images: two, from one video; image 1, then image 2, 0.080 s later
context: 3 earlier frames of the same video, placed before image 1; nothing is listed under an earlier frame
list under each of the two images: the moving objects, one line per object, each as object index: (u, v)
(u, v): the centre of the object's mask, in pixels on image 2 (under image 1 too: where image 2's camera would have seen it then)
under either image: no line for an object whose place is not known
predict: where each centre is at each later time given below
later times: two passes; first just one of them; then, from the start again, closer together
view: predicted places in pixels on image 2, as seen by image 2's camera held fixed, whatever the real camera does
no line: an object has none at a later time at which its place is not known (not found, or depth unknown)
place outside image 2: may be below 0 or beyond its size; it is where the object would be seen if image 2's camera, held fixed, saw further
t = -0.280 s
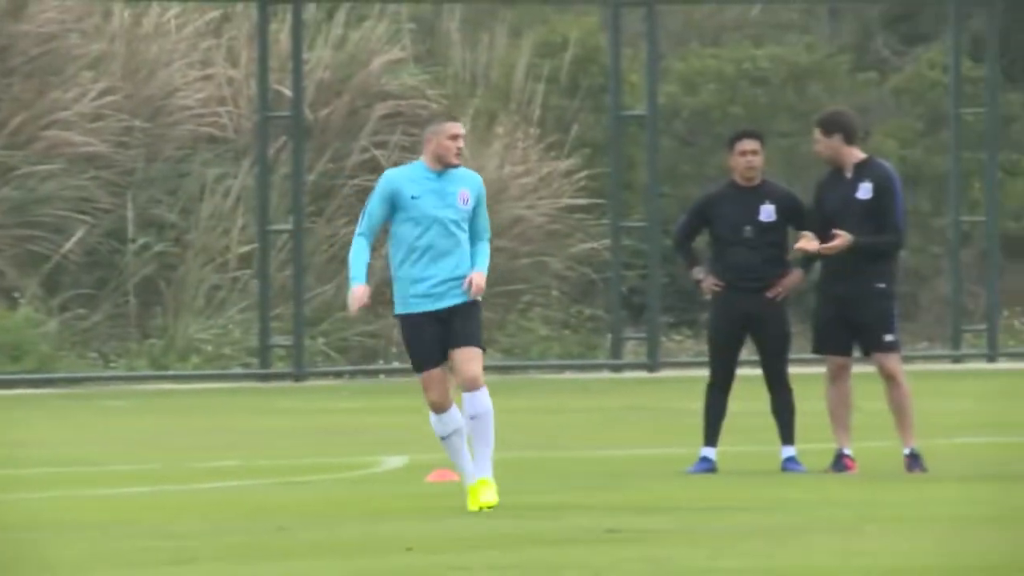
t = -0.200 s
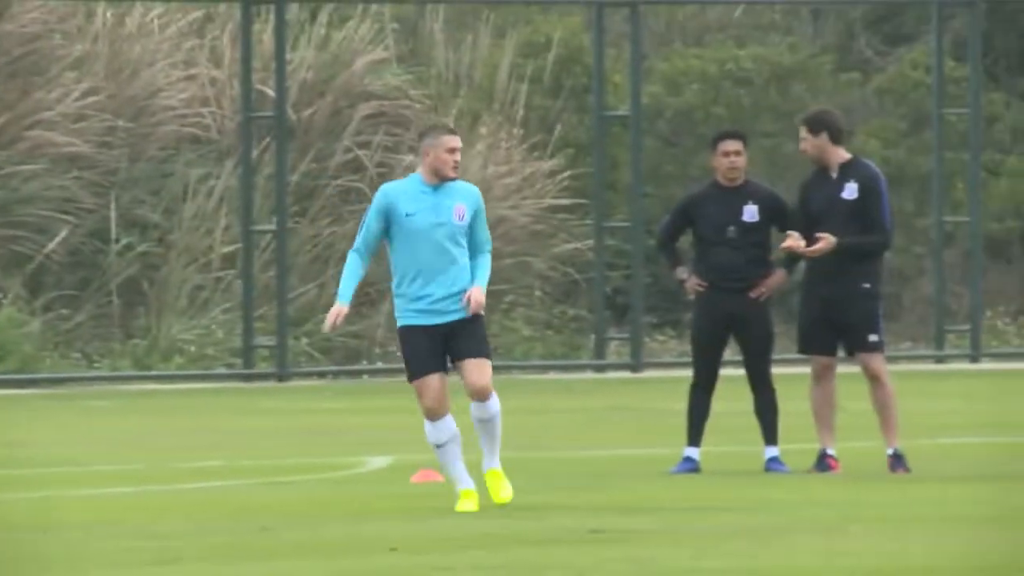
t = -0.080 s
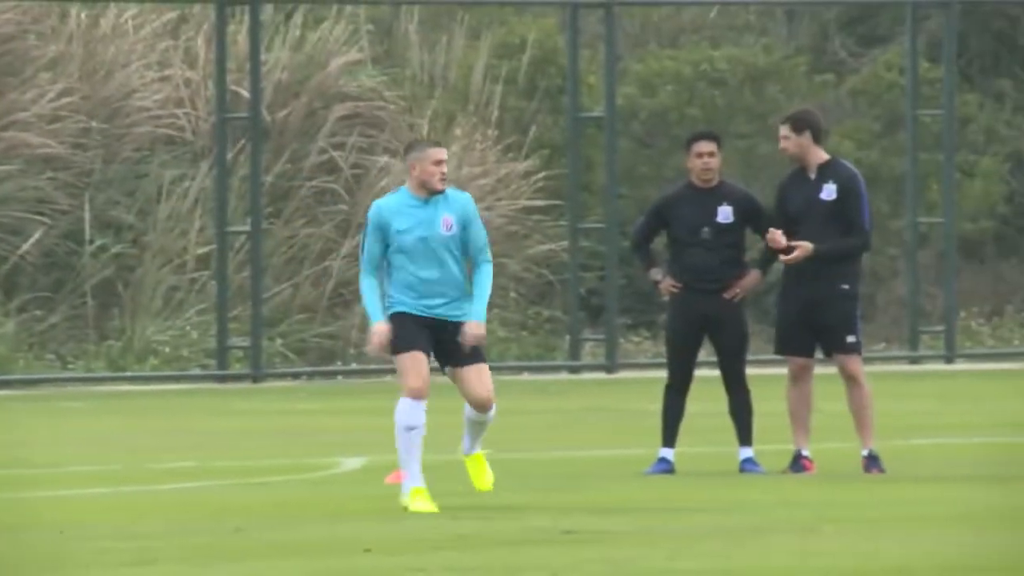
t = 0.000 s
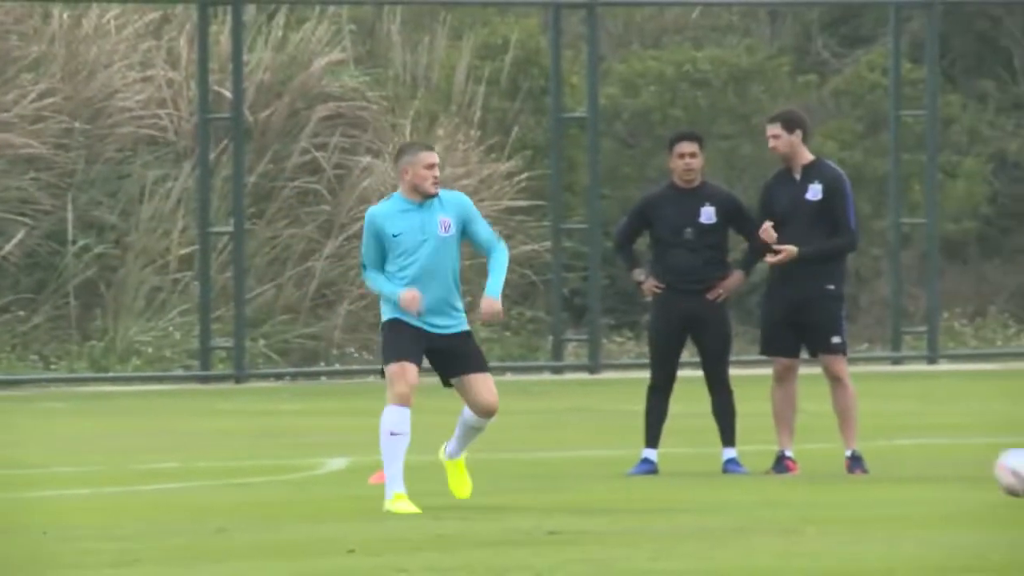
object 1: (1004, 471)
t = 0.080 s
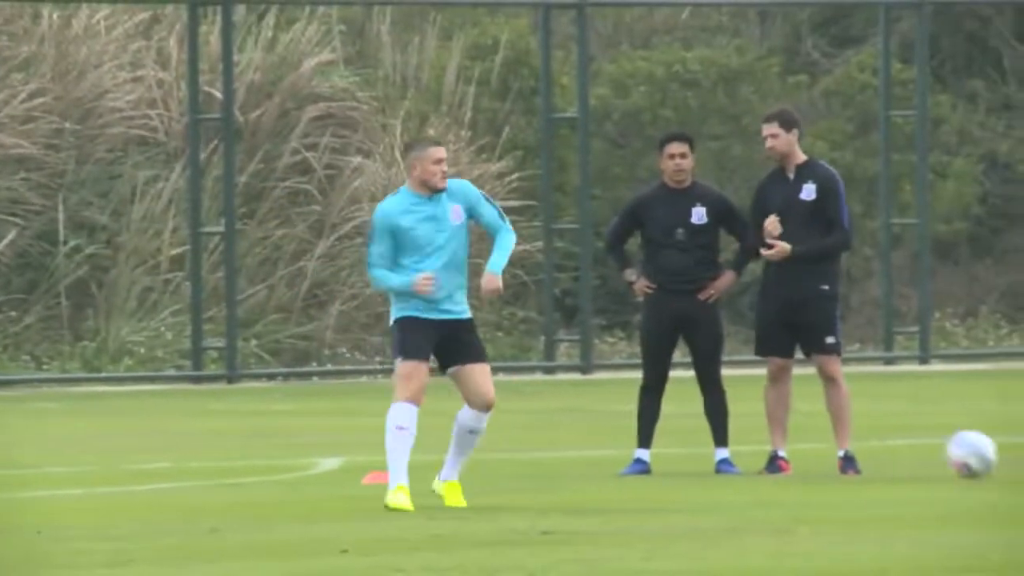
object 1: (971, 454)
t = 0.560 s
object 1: (743, 472)
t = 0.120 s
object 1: (951, 450)
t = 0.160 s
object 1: (929, 450)
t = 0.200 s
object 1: (911, 451)
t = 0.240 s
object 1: (891, 457)
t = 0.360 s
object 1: (834, 471)
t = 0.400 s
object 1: (817, 464)
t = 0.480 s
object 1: (779, 462)
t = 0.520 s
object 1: (761, 465)
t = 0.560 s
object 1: (743, 472)
